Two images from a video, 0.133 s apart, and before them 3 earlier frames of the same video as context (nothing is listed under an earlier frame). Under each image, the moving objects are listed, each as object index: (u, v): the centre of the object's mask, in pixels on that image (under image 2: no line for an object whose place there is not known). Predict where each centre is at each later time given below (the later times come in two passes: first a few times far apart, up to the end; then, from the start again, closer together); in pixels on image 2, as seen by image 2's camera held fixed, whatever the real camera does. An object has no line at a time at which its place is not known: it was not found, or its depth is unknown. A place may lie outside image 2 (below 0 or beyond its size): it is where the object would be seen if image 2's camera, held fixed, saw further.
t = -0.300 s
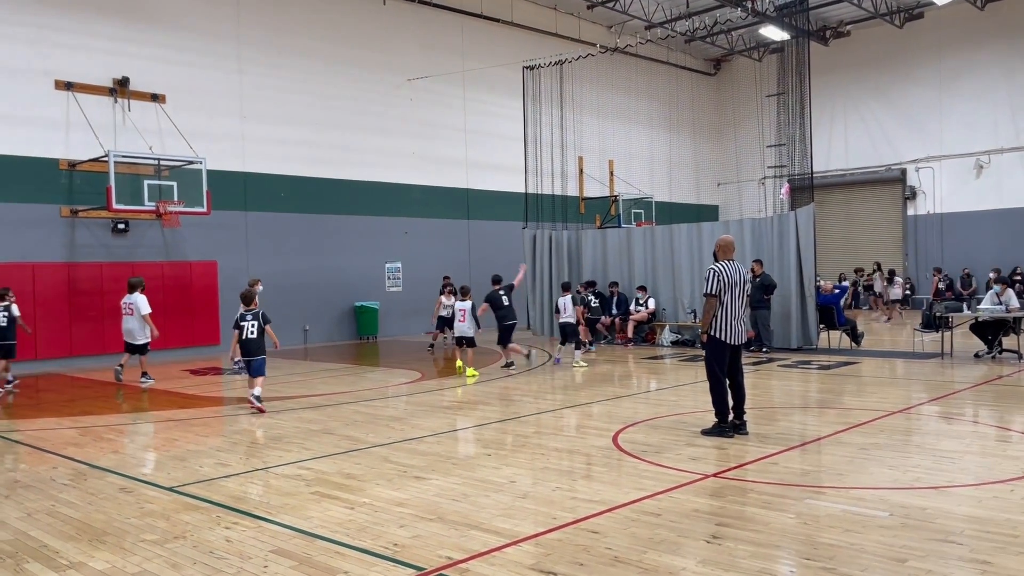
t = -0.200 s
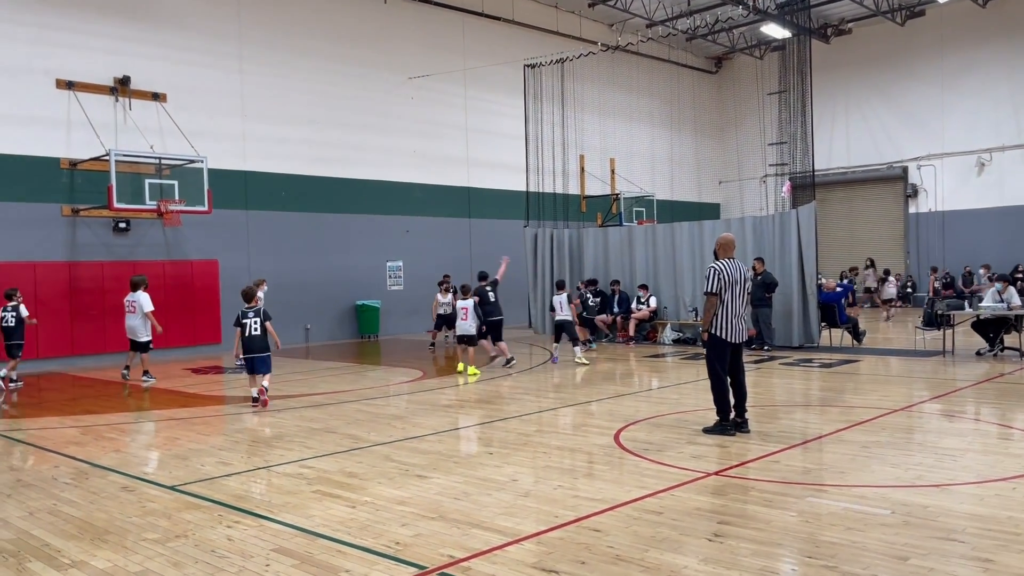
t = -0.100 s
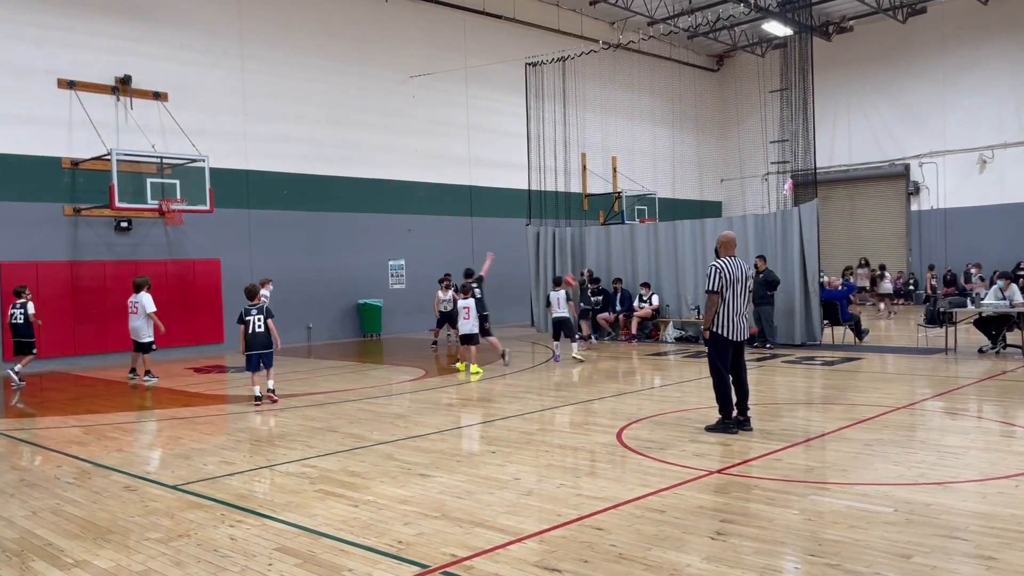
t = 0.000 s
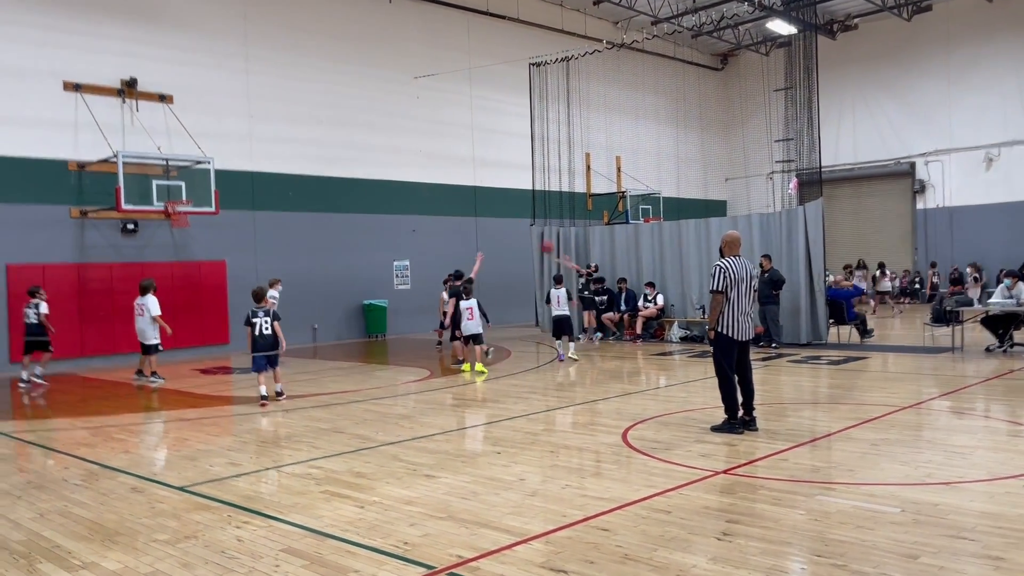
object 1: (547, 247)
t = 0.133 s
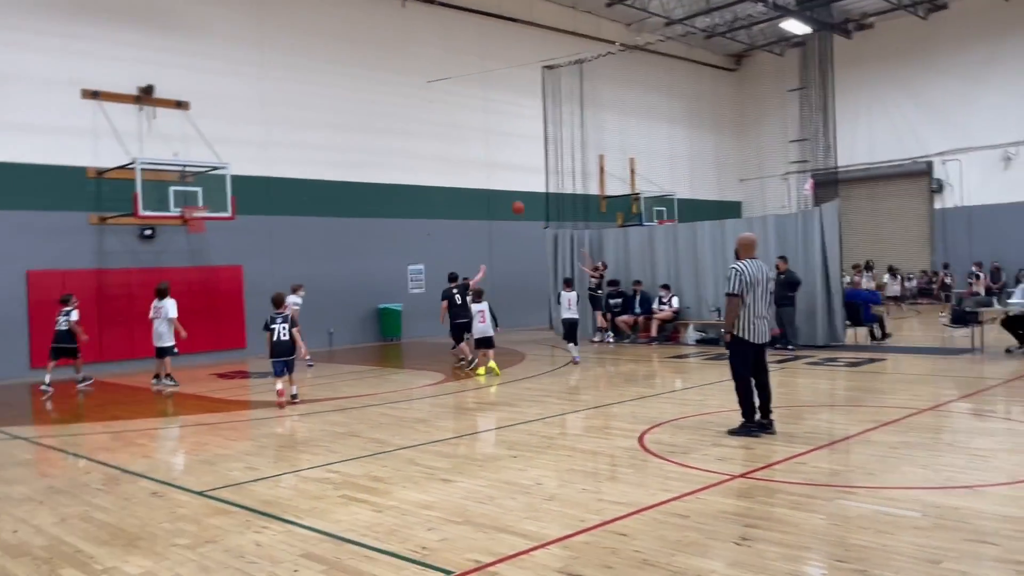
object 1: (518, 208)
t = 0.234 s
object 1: (487, 182)
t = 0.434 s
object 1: (427, 149)
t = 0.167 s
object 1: (508, 199)
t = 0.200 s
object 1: (497, 191)
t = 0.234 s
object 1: (487, 182)
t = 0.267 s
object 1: (476, 176)
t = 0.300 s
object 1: (466, 169)
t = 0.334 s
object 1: (456, 163)
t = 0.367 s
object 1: (445, 157)
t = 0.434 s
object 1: (427, 149)
